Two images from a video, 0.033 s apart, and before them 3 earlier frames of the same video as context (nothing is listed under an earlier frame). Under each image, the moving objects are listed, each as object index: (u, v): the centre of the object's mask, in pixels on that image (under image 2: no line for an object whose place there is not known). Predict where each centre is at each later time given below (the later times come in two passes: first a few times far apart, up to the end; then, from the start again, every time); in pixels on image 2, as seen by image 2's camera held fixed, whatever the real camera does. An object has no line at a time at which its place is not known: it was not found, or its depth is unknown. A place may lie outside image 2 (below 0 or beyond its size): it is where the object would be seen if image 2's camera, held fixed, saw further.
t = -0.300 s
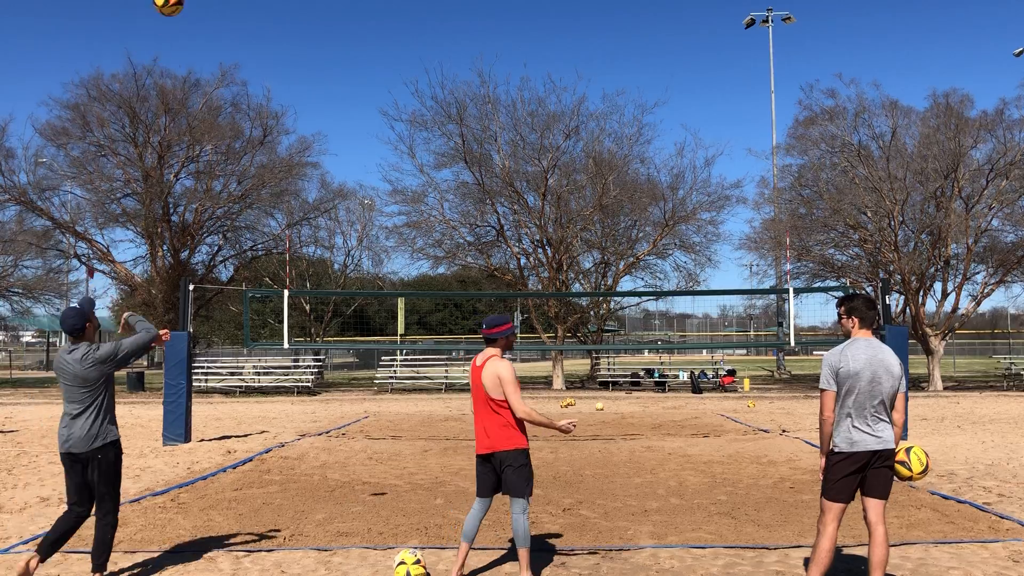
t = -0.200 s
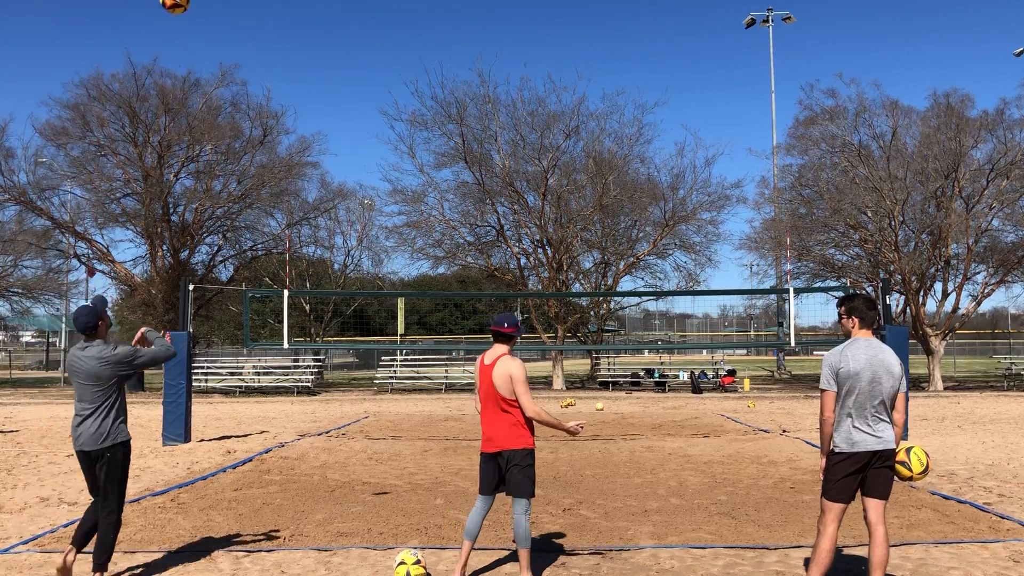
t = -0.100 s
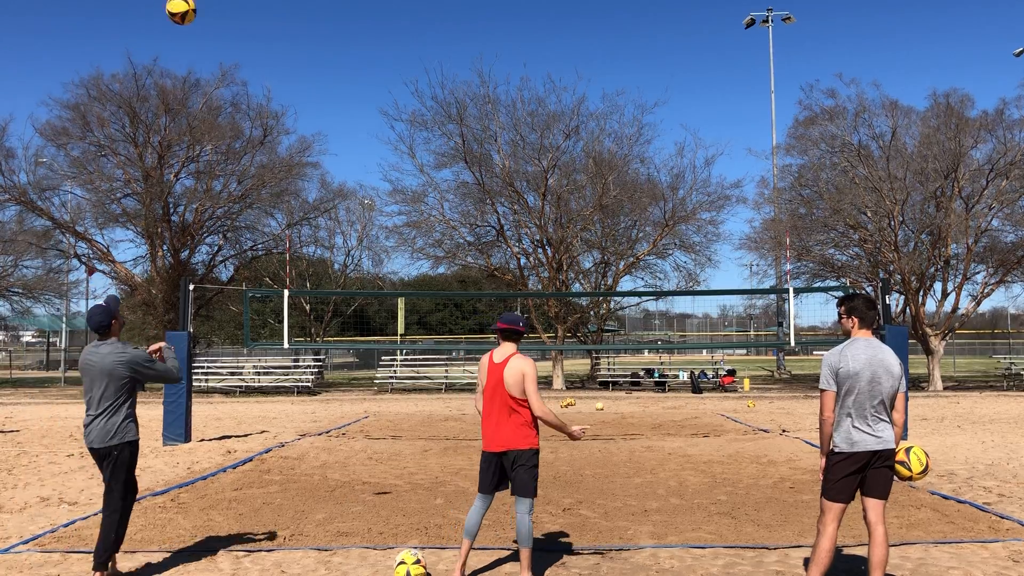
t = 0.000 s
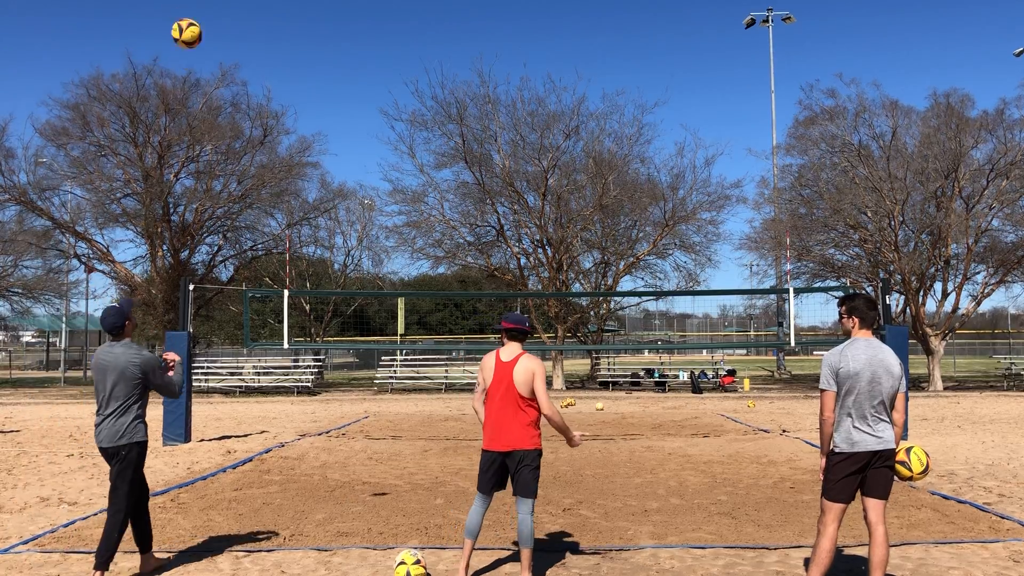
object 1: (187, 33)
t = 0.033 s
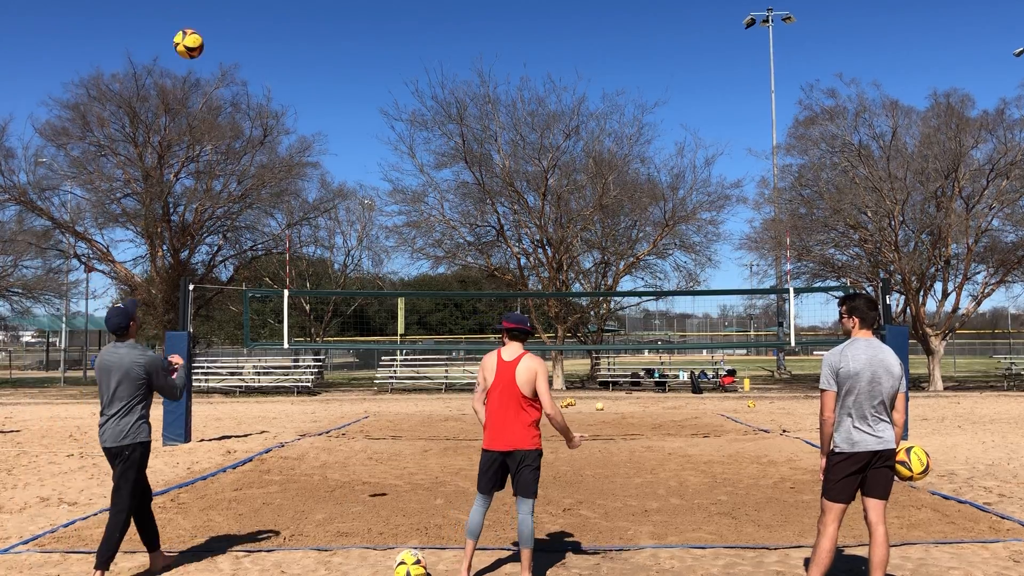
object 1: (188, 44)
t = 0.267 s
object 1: (199, 156)
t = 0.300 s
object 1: (200, 178)
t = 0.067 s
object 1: (190, 56)
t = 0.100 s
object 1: (192, 69)
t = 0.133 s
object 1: (194, 84)
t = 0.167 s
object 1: (195, 100)
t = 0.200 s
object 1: (196, 118)
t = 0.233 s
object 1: (197, 137)
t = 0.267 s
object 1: (199, 156)
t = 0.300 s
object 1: (200, 178)
